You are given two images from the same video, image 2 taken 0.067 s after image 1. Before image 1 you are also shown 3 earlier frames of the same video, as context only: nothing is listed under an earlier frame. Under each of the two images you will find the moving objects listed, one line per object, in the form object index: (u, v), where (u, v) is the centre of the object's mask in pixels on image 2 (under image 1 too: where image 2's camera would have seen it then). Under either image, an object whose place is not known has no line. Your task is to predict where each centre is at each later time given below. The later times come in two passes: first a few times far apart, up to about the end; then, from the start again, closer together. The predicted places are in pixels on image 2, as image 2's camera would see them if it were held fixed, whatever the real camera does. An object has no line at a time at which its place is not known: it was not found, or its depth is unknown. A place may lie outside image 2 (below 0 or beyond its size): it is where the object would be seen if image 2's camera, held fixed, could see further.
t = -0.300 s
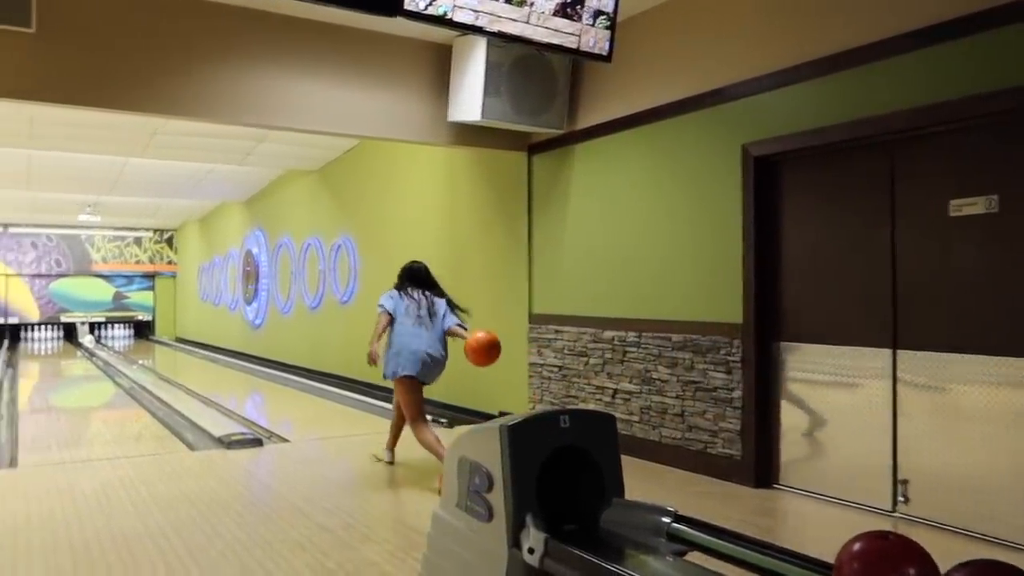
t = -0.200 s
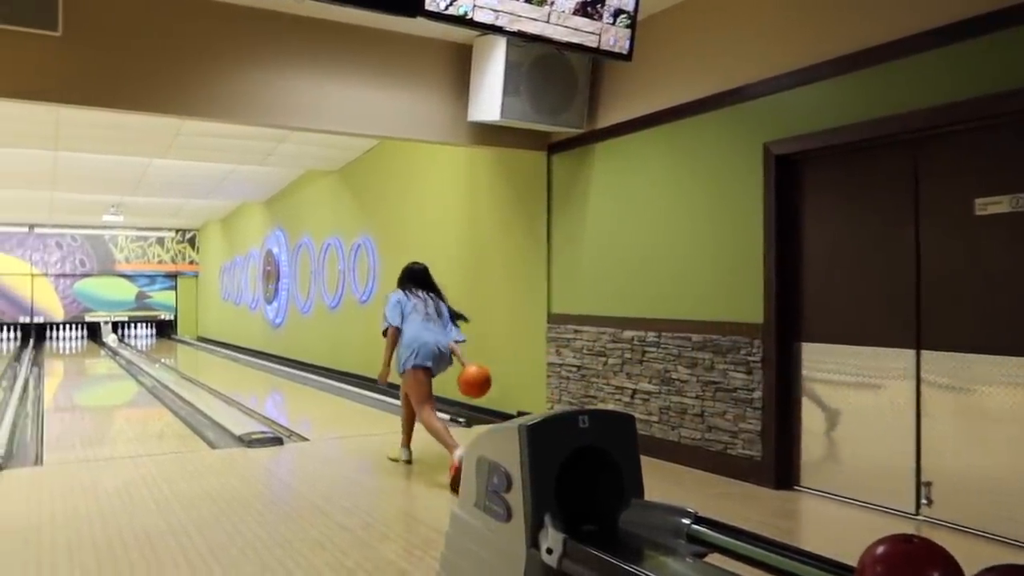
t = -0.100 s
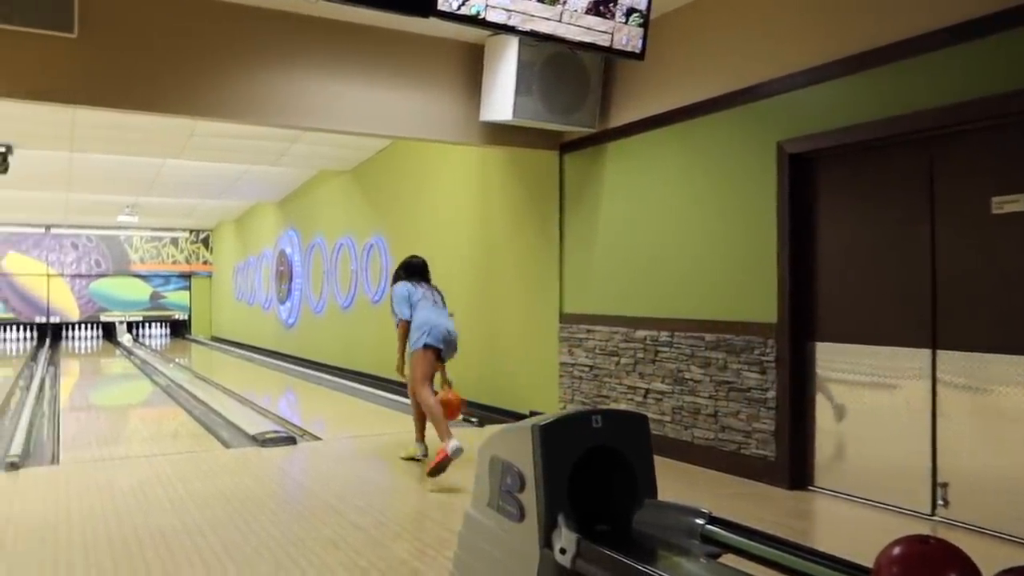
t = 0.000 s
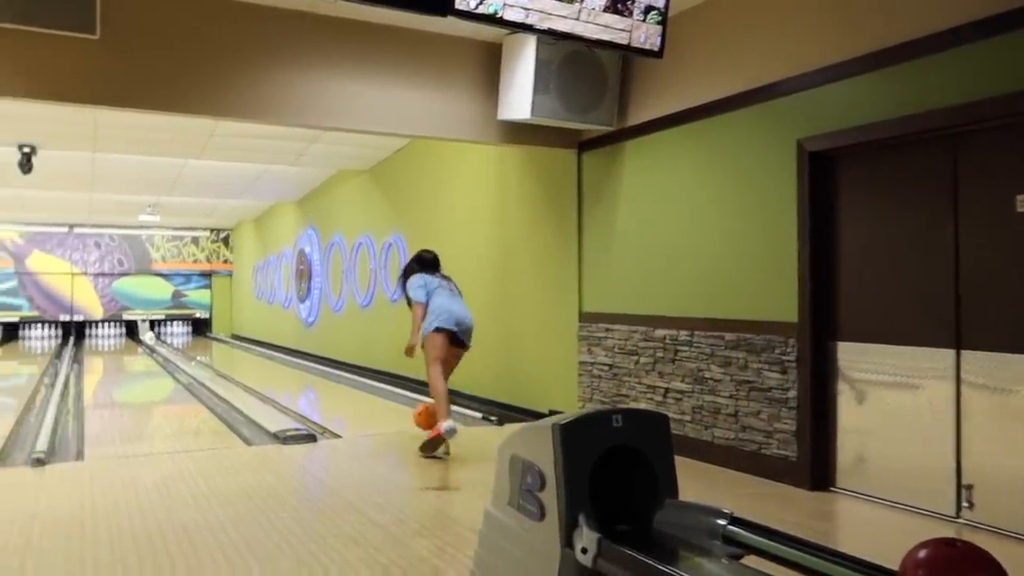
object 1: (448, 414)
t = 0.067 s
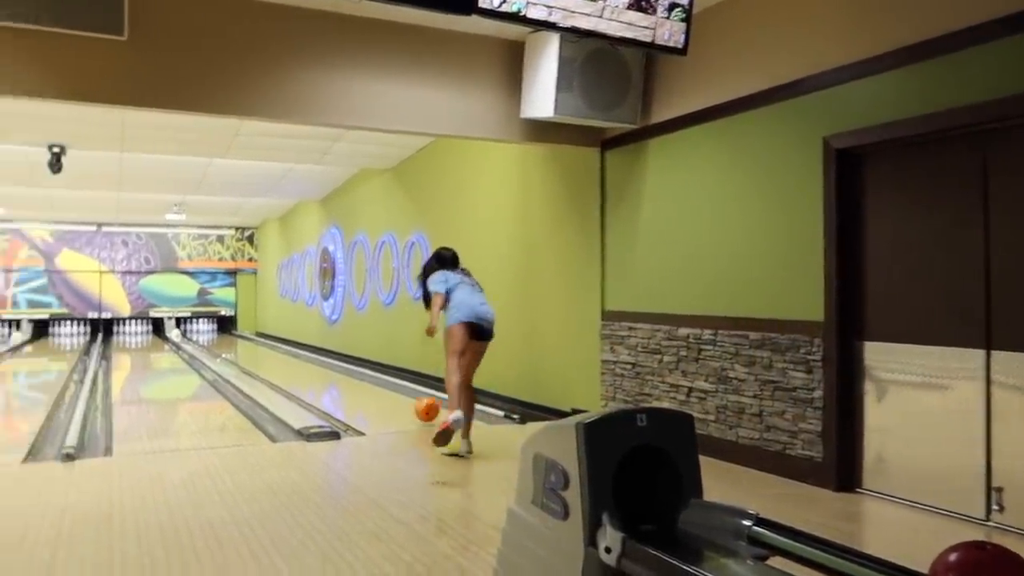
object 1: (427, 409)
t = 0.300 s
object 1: (368, 390)
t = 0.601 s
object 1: (318, 372)
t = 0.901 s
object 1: (284, 360)
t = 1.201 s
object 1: (260, 351)
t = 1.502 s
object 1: (242, 344)
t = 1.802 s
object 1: (228, 339)
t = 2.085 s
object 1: (218, 335)
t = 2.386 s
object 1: (212, 333)
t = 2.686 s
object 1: (202, 331)
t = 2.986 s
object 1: (198, 326)
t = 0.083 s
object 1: (422, 407)
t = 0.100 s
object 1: (417, 405)
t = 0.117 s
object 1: (412, 403)
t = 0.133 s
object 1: (408, 401)
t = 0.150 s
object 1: (403, 400)
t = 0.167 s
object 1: (400, 399)
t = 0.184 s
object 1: (395, 400)
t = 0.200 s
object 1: (391, 398)
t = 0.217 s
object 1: (386, 396)
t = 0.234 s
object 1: (382, 395)
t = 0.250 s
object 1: (379, 394)
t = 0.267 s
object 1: (375, 393)
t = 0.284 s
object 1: (372, 391)
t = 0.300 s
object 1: (368, 390)
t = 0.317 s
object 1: (365, 389)
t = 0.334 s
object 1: (362, 387)
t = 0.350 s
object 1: (358, 386)
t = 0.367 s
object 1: (355, 385)
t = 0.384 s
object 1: (351, 384)
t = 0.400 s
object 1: (349, 383)
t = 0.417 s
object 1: (346, 382)
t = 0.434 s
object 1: (343, 381)
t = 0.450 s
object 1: (340, 380)
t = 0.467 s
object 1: (337, 379)
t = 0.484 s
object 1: (334, 378)
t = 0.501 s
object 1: (332, 377)
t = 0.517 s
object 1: (330, 376)
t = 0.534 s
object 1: (327, 376)
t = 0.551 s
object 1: (325, 375)
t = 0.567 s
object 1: (322, 374)
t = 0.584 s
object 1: (320, 373)
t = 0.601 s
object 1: (318, 372)
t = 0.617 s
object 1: (316, 371)
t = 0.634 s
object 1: (314, 370)
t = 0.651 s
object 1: (312, 370)
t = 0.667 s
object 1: (309, 369)
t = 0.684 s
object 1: (307, 368)
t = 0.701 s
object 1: (306, 368)
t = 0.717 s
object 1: (303, 367)
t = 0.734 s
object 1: (302, 366)
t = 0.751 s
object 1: (300, 366)
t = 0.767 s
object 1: (298, 365)
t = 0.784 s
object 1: (296, 364)
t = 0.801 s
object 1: (294, 363)
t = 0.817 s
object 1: (292, 362)
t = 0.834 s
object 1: (291, 362)
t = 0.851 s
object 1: (289, 361)
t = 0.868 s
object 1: (287, 361)
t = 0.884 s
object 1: (285, 360)
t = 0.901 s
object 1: (284, 360)
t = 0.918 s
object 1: (282, 359)
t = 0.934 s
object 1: (281, 359)
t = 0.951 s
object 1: (279, 358)
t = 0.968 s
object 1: (279, 357)
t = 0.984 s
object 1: (277, 357)
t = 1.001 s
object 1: (276, 357)
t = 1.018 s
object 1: (274, 356)
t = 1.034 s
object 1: (273, 356)
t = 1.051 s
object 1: (271, 355)
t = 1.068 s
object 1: (271, 355)
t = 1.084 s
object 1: (269, 354)
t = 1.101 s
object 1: (268, 353)
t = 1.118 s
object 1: (266, 353)
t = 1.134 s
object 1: (265, 353)
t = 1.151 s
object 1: (264, 353)
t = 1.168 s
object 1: (263, 352)
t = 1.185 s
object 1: (261, 351)
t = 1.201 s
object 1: (260, 351)
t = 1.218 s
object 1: (259, 350)
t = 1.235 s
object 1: (258, 350)
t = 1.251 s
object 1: (257, 349)
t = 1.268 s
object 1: (256, 349)
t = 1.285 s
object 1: (255, 349)
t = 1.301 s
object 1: (254, 348)
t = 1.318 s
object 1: (253, 348)
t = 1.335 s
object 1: (252, 348)
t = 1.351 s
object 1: (251, 347)
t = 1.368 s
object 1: (250, 347)
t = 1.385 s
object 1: (249, 347)
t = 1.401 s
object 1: (248, 346)
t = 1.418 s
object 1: (247, 346)
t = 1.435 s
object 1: (246, 345)
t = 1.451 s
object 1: (244, 344)
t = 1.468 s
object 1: (244, 345)
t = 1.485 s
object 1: (243, 344)
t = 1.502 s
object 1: (242, 344)
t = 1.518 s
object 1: (241, 344)
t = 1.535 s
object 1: (241, 343)
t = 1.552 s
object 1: (240, 343)
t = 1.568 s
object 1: (239, 343)
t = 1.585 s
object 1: (238, 343)
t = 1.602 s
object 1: (236, 342)
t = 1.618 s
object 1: (236, 342)
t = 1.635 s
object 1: (235, 342)
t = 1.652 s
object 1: (234, 342)
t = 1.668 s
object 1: (233, 341)
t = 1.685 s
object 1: (232, 341)
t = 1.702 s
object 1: (231, 340)
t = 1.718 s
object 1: (231, 340)
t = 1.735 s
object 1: (231, 340)
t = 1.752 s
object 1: (230, 340)
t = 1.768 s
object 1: (229, 339)
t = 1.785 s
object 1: (229, 339)
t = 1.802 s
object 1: (228, 339)
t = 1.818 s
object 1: (228, 339)
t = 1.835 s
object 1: (227, 338)
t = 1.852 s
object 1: (226, 338)
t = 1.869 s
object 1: (225, 338)
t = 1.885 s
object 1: (225, 338)
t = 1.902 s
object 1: (225, 337)
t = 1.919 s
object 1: (224, 337)
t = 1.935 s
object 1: (223, 337)
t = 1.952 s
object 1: (223, 337)
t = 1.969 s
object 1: (222, 337)
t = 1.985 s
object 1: (221, 336)
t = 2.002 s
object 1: (221, 336)
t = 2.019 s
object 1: (220, 336)
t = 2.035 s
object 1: (219, 336)
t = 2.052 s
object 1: (219, 335)
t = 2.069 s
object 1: (218, 335)
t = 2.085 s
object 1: (218, 335)
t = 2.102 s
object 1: (218, 335)
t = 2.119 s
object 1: (217, 334)
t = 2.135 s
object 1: (216, 334)
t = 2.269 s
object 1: (214, 333)
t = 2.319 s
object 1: (213, 334)
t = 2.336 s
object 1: (212, 335)
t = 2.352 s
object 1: (212, 334)
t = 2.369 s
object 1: (212, 334)
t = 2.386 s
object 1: (212, 333)
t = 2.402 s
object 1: (211, 334)
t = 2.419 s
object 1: (211, 334)
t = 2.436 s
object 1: (211, 334)
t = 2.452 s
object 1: (211, 333)
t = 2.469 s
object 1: (211, 332)
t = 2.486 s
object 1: (212, 332)
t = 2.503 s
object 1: (212, 331)
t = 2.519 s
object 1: (211, 331)
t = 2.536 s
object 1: (211, 331)
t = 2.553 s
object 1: (211, 330)
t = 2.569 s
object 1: (210, 331)
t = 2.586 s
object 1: (204, 330)
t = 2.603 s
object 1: (202, 329)
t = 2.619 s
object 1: (202, 329)
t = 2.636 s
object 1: (202, 329)
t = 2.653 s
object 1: (202, 329)
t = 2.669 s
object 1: (202, 329)
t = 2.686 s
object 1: (202, 331)
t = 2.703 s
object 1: (201, 329)
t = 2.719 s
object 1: (201, 328)
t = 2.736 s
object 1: (200, 328)
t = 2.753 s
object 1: (200, 328)
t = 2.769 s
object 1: (201, 328)
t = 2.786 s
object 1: (201, 328)
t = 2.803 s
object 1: (201, 328)
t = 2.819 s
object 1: (201, 328)
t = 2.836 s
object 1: (201, 327)
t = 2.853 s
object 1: (201, 327)
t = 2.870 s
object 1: (201, 327)
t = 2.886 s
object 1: (200, 327)
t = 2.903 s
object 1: (198, 327)
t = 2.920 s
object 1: (200, 327)
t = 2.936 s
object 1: (199, 326)
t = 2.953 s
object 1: (199, 327)
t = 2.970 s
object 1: (198, 327)
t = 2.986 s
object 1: (198, 326)
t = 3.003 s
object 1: (197, 326)
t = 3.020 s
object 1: (197, 326)
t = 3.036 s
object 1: (197, 326)
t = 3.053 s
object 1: (197, 326)
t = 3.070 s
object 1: (196, 326)
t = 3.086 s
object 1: (196, 326)
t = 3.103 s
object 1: (196, 326)
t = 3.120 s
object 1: (195, 327)
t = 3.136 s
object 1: (197, 326)
